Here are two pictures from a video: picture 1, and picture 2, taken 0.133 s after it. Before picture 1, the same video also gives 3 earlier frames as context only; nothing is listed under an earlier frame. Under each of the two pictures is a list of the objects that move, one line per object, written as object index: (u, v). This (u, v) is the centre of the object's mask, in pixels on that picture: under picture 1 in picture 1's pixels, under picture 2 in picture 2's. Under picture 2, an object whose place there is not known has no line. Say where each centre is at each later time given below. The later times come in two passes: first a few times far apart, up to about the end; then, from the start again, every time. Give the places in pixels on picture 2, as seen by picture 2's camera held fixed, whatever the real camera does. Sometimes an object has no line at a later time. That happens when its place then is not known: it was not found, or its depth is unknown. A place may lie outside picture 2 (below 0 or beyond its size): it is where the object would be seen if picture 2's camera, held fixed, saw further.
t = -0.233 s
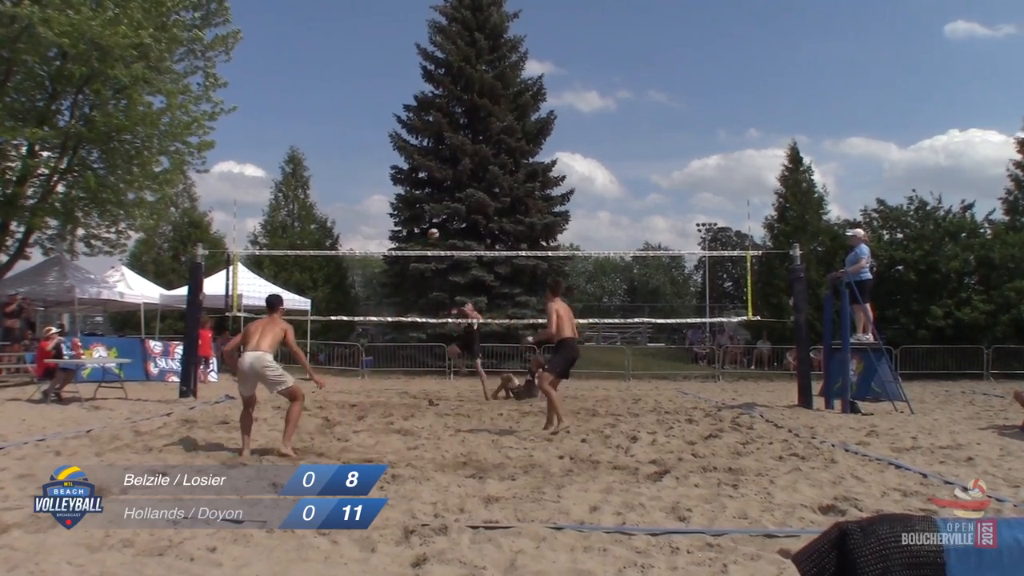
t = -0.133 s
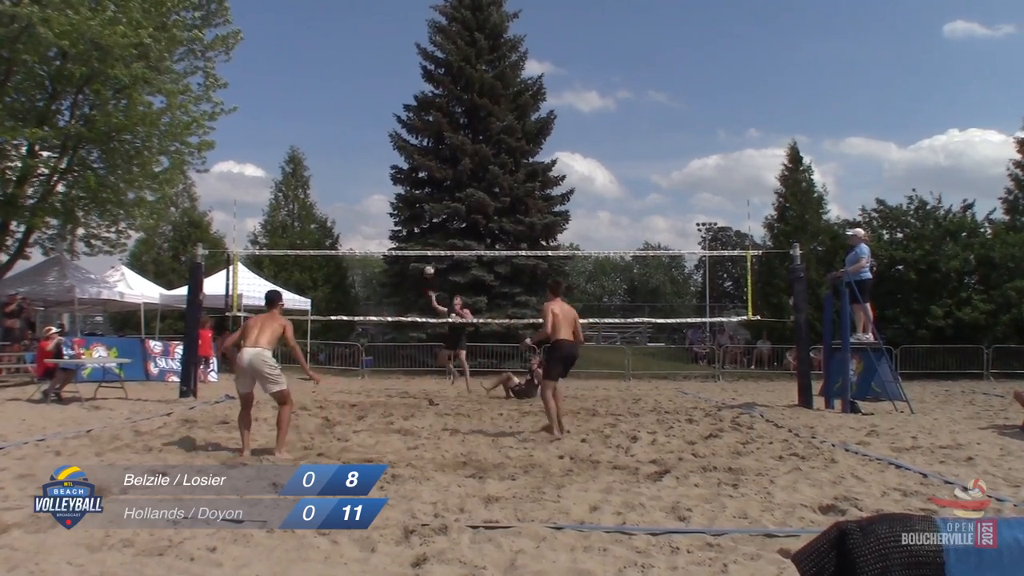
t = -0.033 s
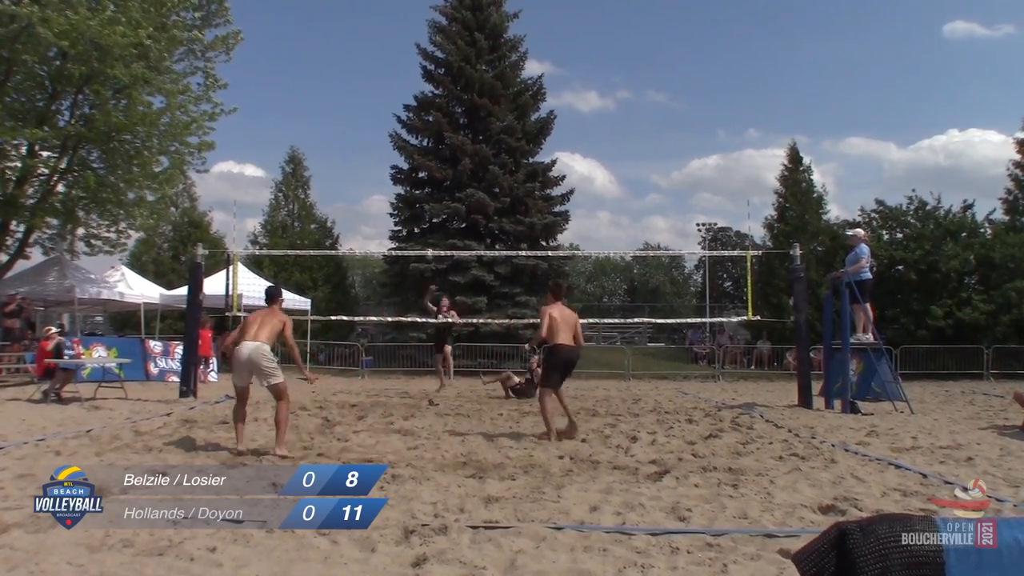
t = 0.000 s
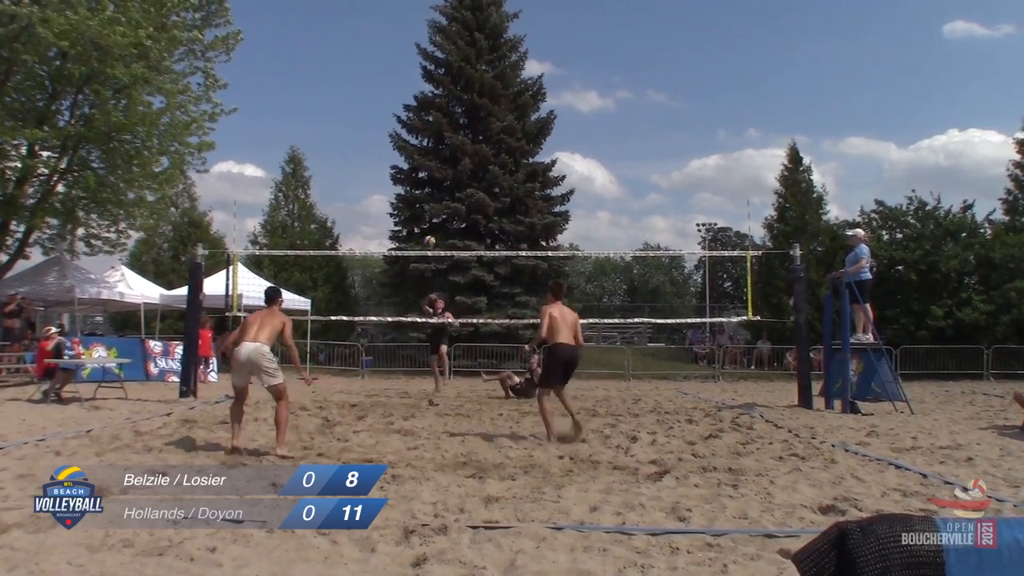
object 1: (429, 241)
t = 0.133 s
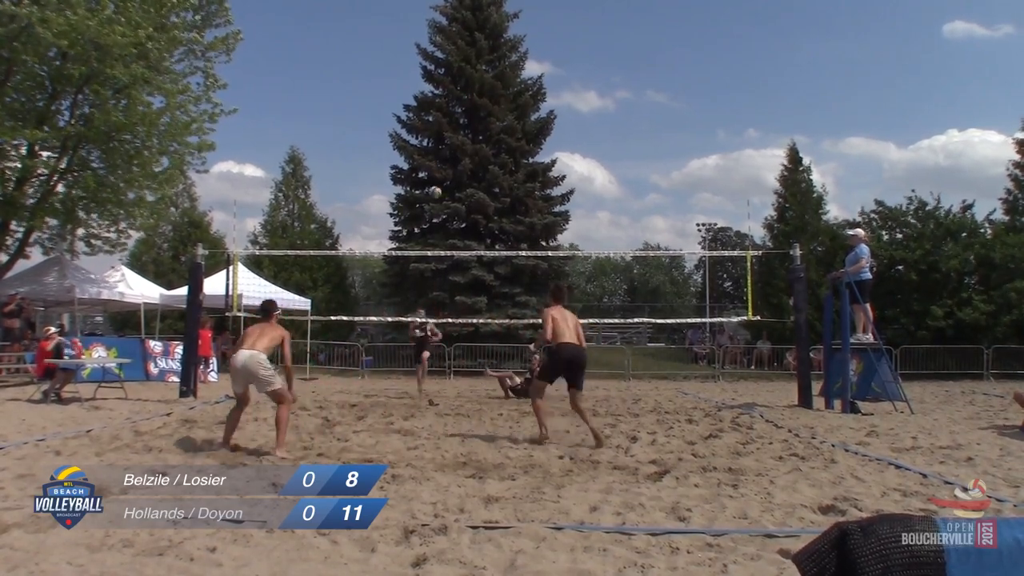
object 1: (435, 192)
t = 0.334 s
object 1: (448, 130)
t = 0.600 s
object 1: (479, 77)
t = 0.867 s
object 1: (526, 78)
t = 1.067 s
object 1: (579, 147)
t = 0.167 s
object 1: (437, 180)
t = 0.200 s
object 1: (438, 170)
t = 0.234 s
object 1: (441, 159)
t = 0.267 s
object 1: (442, 149)
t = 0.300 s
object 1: (446, 139)
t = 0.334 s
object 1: (448, 130)
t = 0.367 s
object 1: (452, 122)
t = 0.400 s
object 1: (455, 113)
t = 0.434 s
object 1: (458, 105)
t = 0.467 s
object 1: (462, 98)
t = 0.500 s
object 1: (466, 92)
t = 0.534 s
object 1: (470, 86)
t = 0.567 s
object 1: (475, 80)
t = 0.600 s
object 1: (479, 77)
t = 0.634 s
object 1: (484, 72)
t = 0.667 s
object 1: (489, 70)
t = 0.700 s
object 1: (495, 68)
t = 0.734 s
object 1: (501, 68)
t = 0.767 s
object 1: (506, 68)
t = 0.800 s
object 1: (513, 70)
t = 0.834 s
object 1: (520, 71)
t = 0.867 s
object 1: (526, 78)
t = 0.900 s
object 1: (534, 83)
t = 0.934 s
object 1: (542, 92)
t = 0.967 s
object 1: (550, 103)
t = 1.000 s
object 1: (559, 115)
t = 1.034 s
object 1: (569, 130)
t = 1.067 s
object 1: (579, 147)
